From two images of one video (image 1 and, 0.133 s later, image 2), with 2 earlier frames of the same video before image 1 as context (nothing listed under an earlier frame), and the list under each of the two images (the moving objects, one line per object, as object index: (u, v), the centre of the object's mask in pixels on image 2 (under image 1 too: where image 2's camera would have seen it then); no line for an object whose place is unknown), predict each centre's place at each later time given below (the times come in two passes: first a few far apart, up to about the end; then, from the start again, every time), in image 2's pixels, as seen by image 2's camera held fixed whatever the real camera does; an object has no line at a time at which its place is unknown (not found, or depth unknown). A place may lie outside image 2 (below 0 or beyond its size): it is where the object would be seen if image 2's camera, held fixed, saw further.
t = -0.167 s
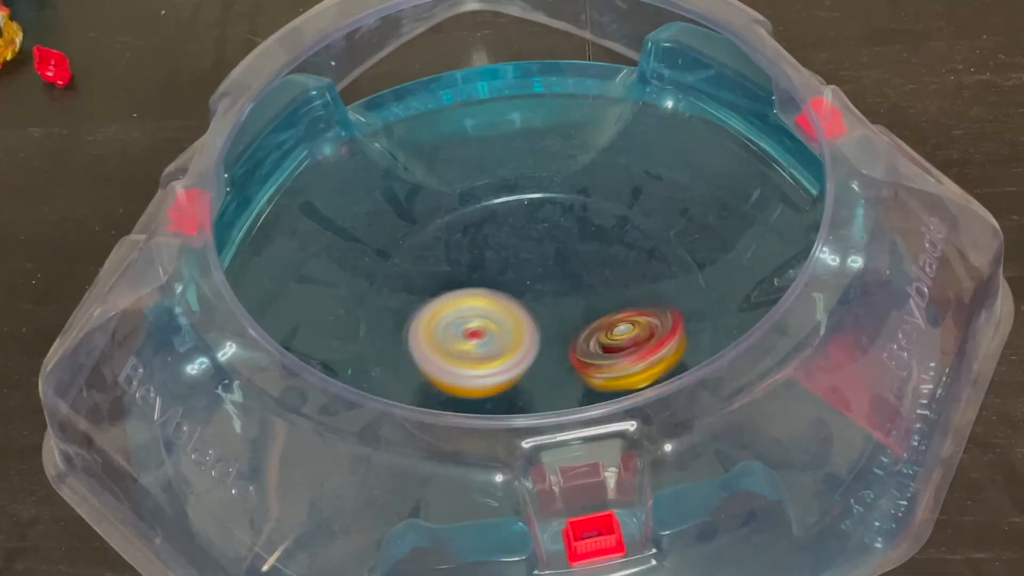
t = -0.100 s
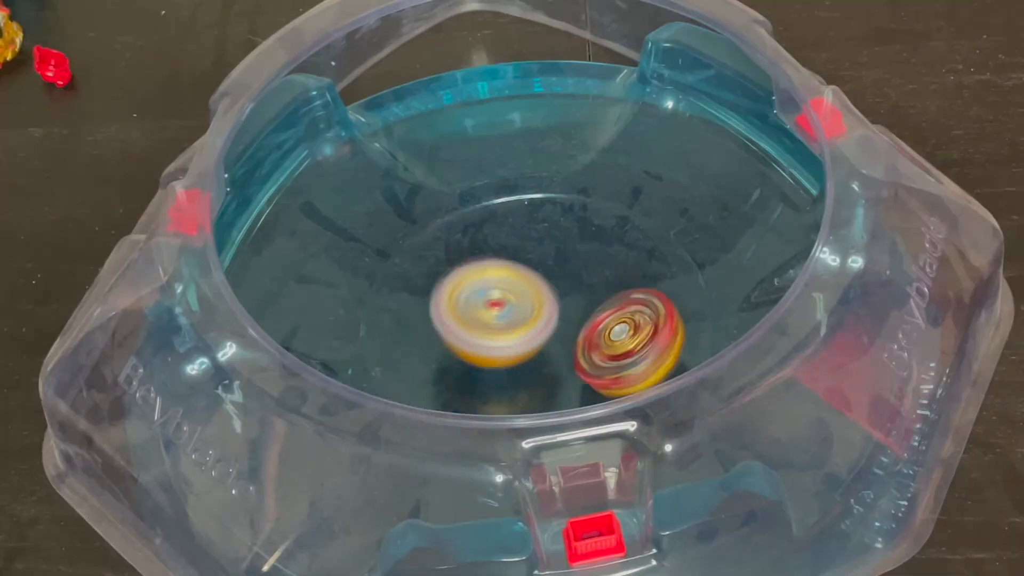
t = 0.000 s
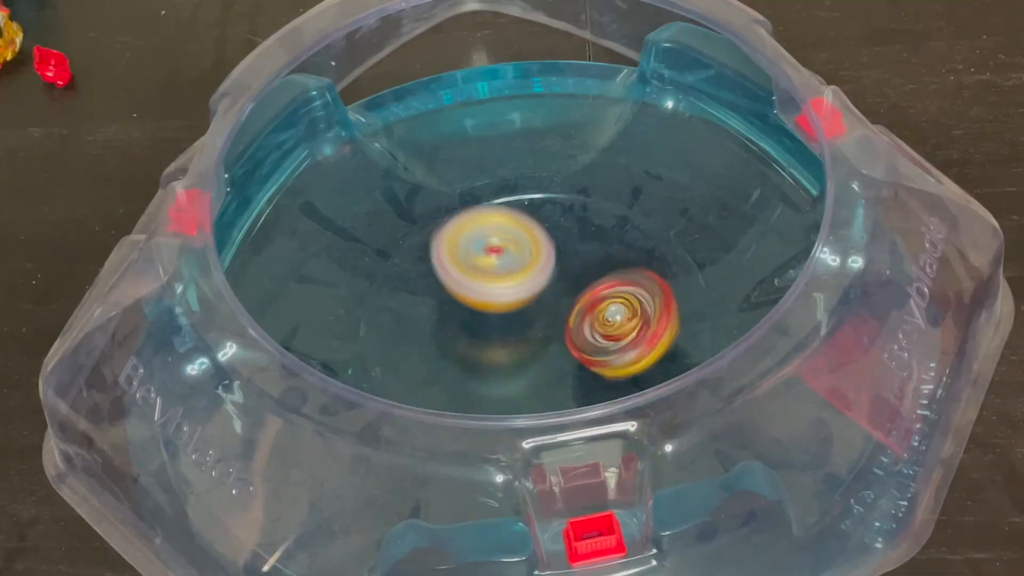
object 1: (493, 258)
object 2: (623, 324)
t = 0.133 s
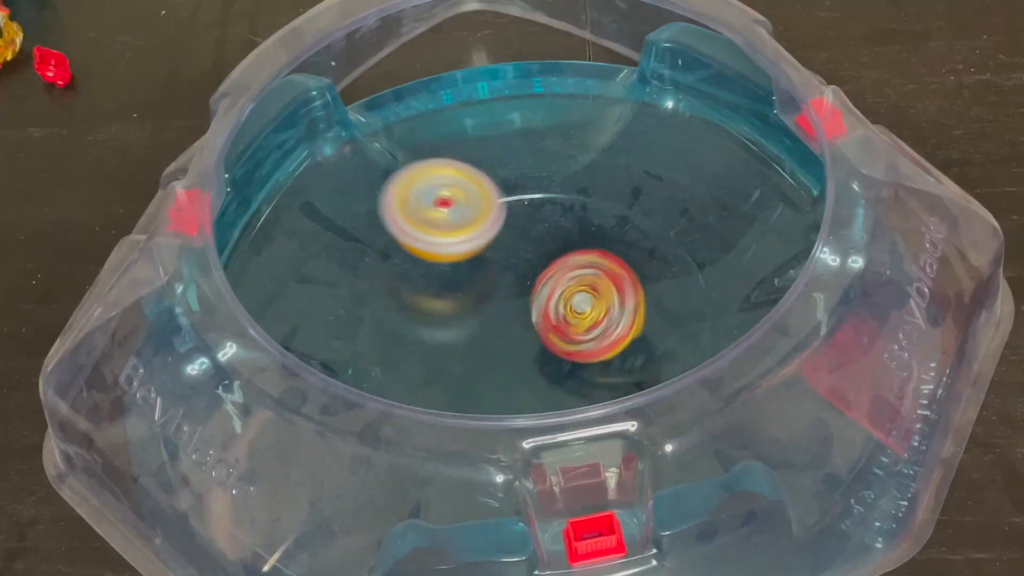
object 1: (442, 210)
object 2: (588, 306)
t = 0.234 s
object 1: (408, 224)
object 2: (549, 293)
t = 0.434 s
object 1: (381, 323)
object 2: (510, 292)
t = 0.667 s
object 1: (529, 375)
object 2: (558, 266)
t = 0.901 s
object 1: (632, 314)
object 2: (598, 178)
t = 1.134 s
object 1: (513, 291)
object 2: (563, 145)
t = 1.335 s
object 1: (481, 392)
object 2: (525, 193)
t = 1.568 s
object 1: (647, 362)
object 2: (491, 327)
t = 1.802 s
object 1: (549, 232)
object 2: (441, 369)
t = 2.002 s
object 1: (376, 254)
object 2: (462, 367)
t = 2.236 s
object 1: (405, 360)
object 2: (562, 318)
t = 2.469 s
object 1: (474, 341)
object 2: (586, 282)
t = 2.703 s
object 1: (410, 258)
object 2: (576, 263)
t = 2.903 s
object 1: (397, 299)
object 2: (547, 289)
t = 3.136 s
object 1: (391, 313)
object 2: (643, 309)
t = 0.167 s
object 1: (424, 206)
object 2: (576, 302)
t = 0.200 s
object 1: (412, 210)
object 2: (562, 298)
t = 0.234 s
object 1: (408, 224)
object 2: (549, 293)
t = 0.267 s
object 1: (406, 240)
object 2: (533, 291)
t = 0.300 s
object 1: (403, 256)
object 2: (519, 286)
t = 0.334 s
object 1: (388, 268)
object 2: (516, 287)
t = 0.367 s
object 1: (372, 282)
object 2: (516, 288)
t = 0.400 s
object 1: (371, 301)
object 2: (512, 292)
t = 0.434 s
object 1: (381, 323)
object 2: (510, 292)
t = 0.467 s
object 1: (401, 342)
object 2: (508, 293)
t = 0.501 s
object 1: (426, 354)
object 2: (507, 291)
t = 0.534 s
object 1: (437, 364)
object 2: (520, 284)
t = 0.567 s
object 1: (452, 373)
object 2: (532, 275)
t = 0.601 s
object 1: (471, 385)
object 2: (545, 270)
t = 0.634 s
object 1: (500, 377)
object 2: (553, 268)
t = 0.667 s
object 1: (529, 375)
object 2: (558, 266)
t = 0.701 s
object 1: (555, 360)
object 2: (565, 263)
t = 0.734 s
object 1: (574, 346)
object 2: (575, 254)
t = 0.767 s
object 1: (589, 351)
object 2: (584, 231)
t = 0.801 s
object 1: (603, 350)
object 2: (592, 209)
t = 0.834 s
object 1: (615, 344)
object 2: (596, 194)
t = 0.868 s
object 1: (626, 332)
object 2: (598, 182)
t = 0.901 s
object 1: (632, 314)
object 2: (598, 178)
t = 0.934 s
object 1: (629, 295)
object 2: (598, 175)
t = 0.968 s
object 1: (621, 277)
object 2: (597, 171)
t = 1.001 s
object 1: (604, 261)
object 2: (593, 166)
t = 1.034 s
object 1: (583, 259)
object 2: (589, 161)
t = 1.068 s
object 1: (561, 266)
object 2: (583, 150)
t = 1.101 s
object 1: (536, 277)
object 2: (572, 147)
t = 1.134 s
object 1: (513, 291)
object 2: (563, 145)
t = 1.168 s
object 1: (494, 308)
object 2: (550, 146)
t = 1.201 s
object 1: (479, 326)
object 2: (540, 151)
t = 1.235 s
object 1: (470, 345)
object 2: (535, 160)
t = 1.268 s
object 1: (467, 361)
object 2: (531, 167)
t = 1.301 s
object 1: (470, 374)
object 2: (527, 177)
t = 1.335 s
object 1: (481, 392)
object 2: (525, 193)
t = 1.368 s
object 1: (498, 409)
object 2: (524, 209)
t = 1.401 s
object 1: (520, 417)
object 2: (521, 227)
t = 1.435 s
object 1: (545, 418)
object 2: (518, 248)
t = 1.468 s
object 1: (576, 411)
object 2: (512, 269)
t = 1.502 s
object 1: (604, 400)
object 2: (508, 289)
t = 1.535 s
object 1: (630, 382)
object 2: (498, 309)
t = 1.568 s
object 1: (647, 362)
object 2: (491, 327)
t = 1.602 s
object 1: (654, 337)
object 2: (479, 342)
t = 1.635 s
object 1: (653, 318)
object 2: (468, 354)
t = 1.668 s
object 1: (644, 295)
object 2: (459, 359)
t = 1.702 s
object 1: (627, 275)
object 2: (448, 363)
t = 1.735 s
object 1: (605, 257)
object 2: (446, 366)
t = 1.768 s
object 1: (580, 243)
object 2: (442, 367)
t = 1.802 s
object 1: (549, 232)
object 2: (441, 369)
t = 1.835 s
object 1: (518, 225)
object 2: (441, 372)
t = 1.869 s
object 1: (485, 223)
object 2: (443, 376)
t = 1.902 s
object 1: (455, 225)
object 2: (447, 376)
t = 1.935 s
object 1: (426, 231)
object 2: (450, 374)
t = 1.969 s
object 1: (398, 241)
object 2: (455, 373)
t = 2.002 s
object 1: (376, 254)
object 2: (462, 367)
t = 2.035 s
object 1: (368, 274)
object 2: (469, 361)
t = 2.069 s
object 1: (372, 301)
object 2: (476, 353)
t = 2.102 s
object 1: (379, 321)
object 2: (488, 343)
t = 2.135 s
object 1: (378, 336)
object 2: (504, 338)
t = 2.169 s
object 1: (381, 344)
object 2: (529, 333)
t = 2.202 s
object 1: (393, 353)
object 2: (549, 326)
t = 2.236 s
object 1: (405, 360)
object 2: (562, 318)
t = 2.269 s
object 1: (413, 367)
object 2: (571, 310)
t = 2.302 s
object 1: (421, 371)
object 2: (578, 304)
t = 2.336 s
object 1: (430, 373)
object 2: (581, 300)
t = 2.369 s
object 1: (441, 367)
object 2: (583, 294)
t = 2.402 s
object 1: (453, 363)
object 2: (586, 288)
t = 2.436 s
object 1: (464, 355)
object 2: (588, 284)
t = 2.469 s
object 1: (474, 341)
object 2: (586, 282)
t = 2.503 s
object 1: (479, 326)
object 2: (584, 278)
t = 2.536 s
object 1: (482, 309)
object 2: (582, 274)
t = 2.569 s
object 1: (470, 294)
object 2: (584, 272)
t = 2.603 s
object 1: (456, 280)
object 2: (587, 267)
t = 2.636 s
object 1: (440, 270)
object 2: (584, 263)
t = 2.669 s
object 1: (425, 262)
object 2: (581, 262)
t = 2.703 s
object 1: (410, 258)
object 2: (576, 263)
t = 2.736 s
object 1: (395, 256)
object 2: (569, 266)
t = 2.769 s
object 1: (381, 258)
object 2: (563, 272)
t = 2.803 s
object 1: (380, 267)
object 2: (562, 278)
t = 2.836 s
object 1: (382, 280)
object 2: (556, 282)
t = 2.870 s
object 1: (388, 290)
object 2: (550, 285)
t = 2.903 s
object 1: (397, 299)
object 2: (547, 289)
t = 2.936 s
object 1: (414, 304)
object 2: (545, 294)
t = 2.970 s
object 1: (428, 306)
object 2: (547, 300)
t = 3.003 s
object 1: (415, 304)
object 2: (576, 302)
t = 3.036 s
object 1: (402, 304)
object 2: (600, 305)
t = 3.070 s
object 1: (392, 306)
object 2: (617, 307)
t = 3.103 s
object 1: (389, 310)
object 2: (632, 309)
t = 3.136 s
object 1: (391, 313)
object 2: (643, 309)
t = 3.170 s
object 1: (399, 315)
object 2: (647, 310)
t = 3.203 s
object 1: (409, 316)
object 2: (648, 313)
